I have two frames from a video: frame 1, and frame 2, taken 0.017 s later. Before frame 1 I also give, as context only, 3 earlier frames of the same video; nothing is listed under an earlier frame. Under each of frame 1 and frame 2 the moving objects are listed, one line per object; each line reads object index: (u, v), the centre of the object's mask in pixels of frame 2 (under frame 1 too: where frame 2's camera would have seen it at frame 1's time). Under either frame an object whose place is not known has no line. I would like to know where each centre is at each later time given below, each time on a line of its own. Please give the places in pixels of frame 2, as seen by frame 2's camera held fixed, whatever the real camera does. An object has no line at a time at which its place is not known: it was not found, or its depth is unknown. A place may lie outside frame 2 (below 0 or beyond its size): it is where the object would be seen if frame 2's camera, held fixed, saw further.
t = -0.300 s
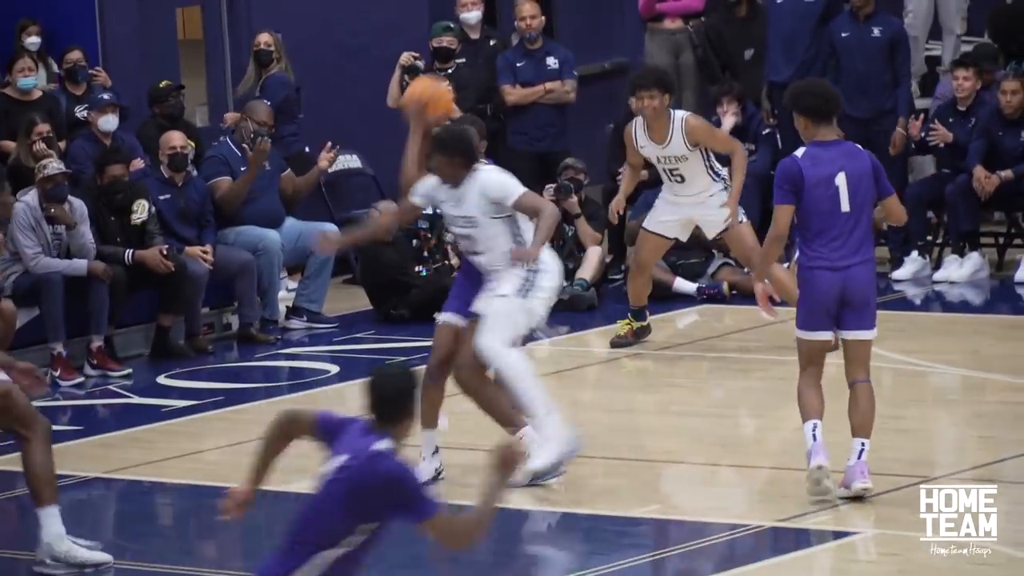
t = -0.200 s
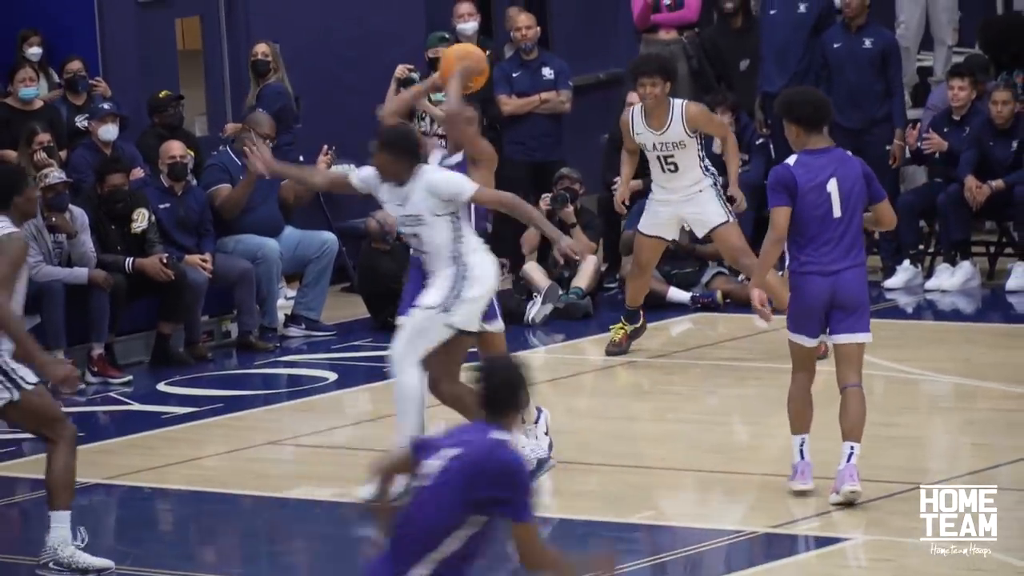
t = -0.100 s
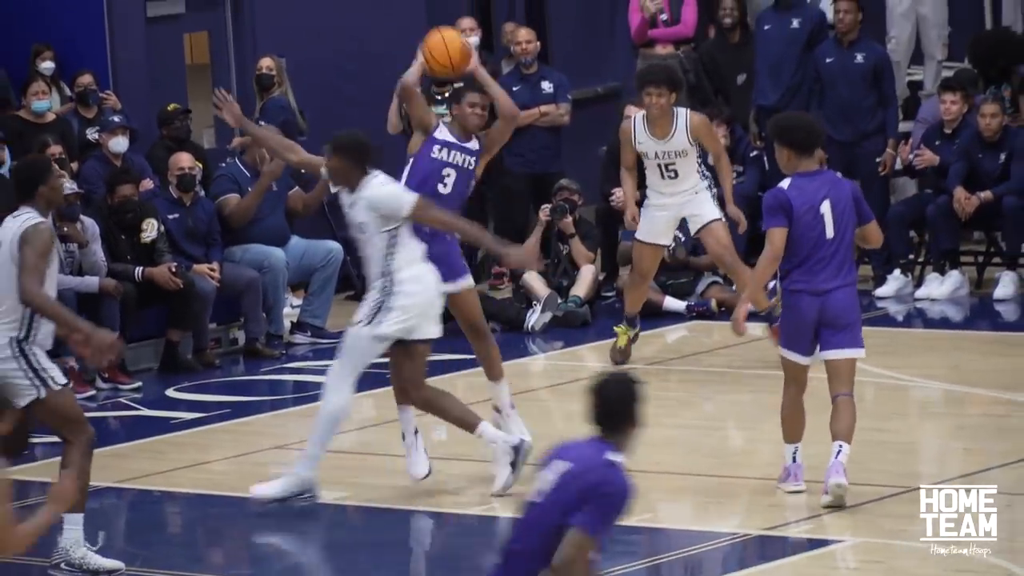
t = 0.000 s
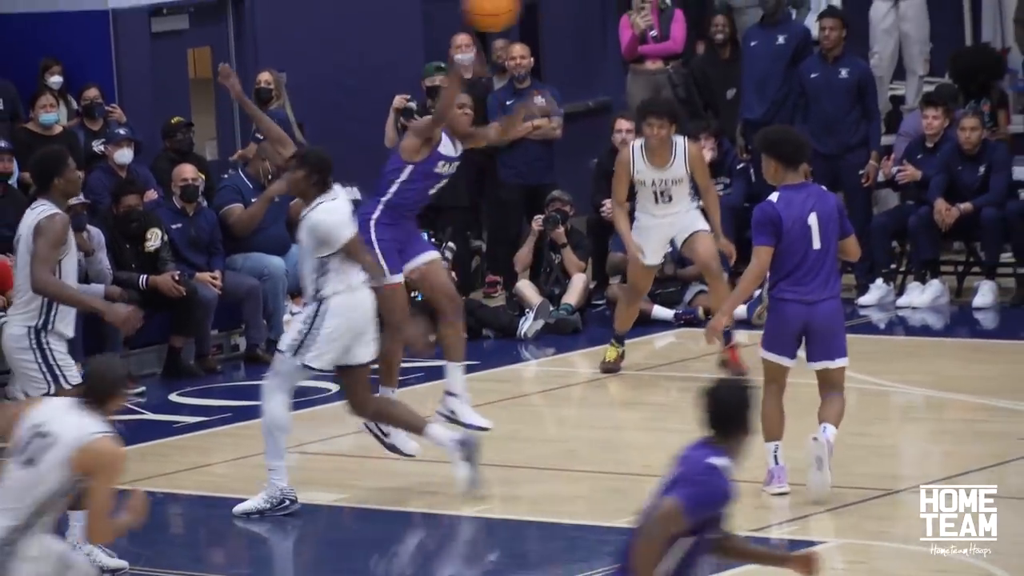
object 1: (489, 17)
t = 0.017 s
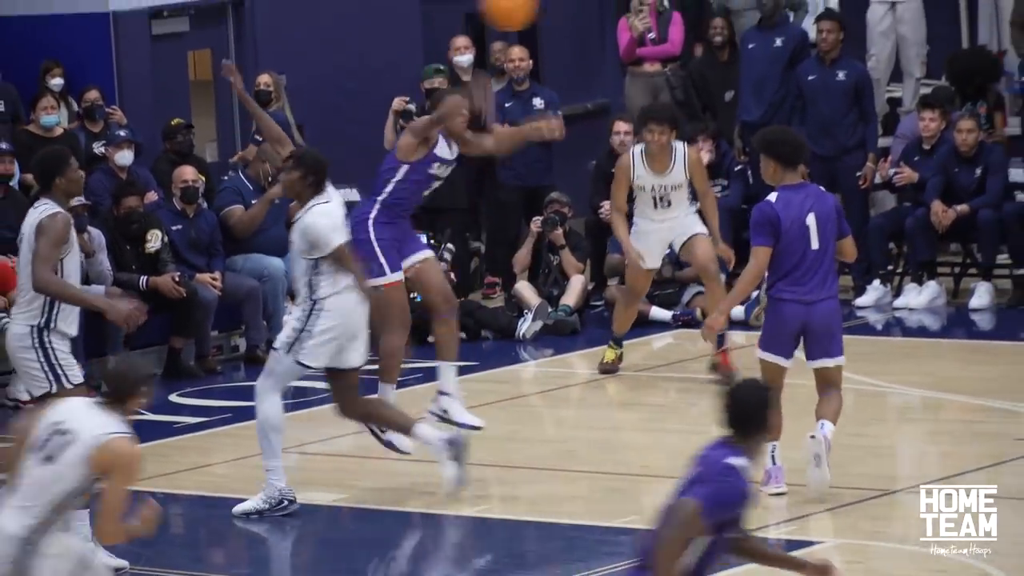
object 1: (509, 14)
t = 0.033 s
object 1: (529, 11)
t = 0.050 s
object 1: (548, 8)
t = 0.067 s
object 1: (568, 6)
